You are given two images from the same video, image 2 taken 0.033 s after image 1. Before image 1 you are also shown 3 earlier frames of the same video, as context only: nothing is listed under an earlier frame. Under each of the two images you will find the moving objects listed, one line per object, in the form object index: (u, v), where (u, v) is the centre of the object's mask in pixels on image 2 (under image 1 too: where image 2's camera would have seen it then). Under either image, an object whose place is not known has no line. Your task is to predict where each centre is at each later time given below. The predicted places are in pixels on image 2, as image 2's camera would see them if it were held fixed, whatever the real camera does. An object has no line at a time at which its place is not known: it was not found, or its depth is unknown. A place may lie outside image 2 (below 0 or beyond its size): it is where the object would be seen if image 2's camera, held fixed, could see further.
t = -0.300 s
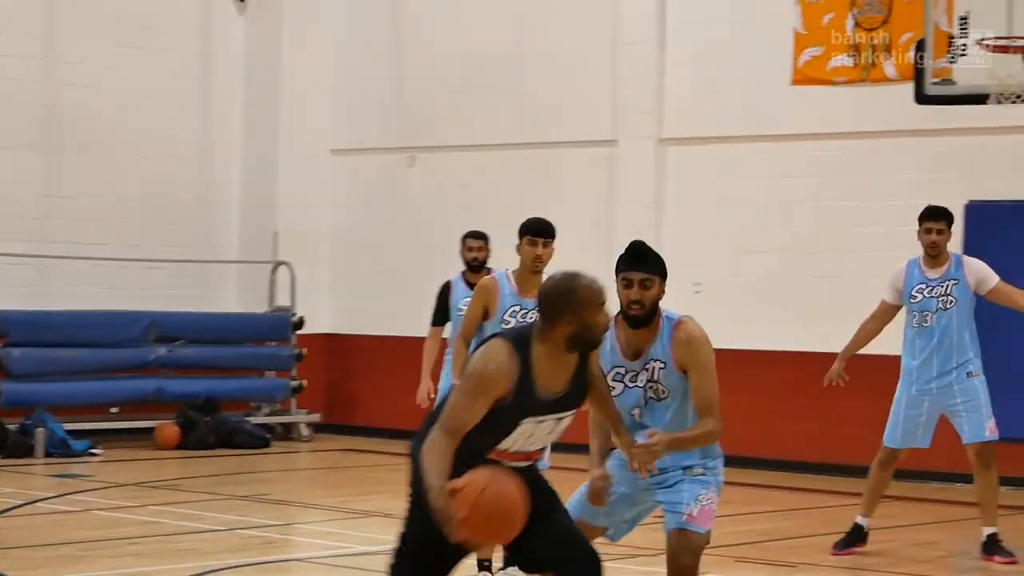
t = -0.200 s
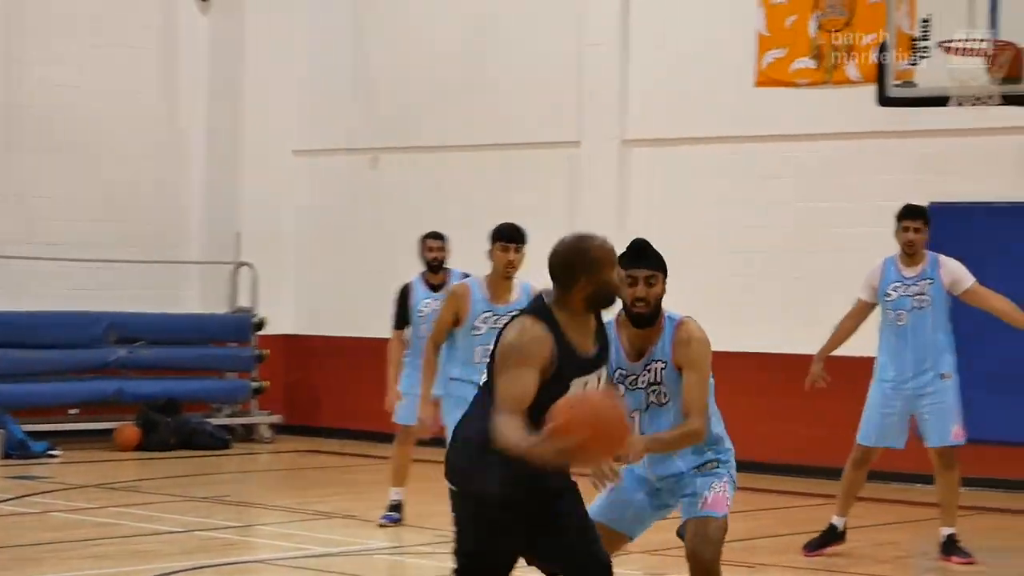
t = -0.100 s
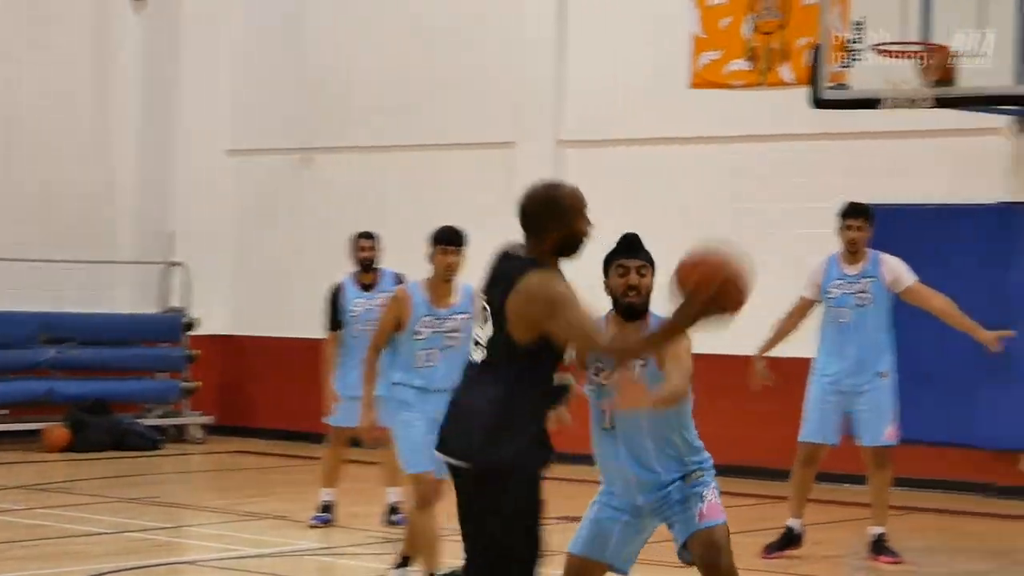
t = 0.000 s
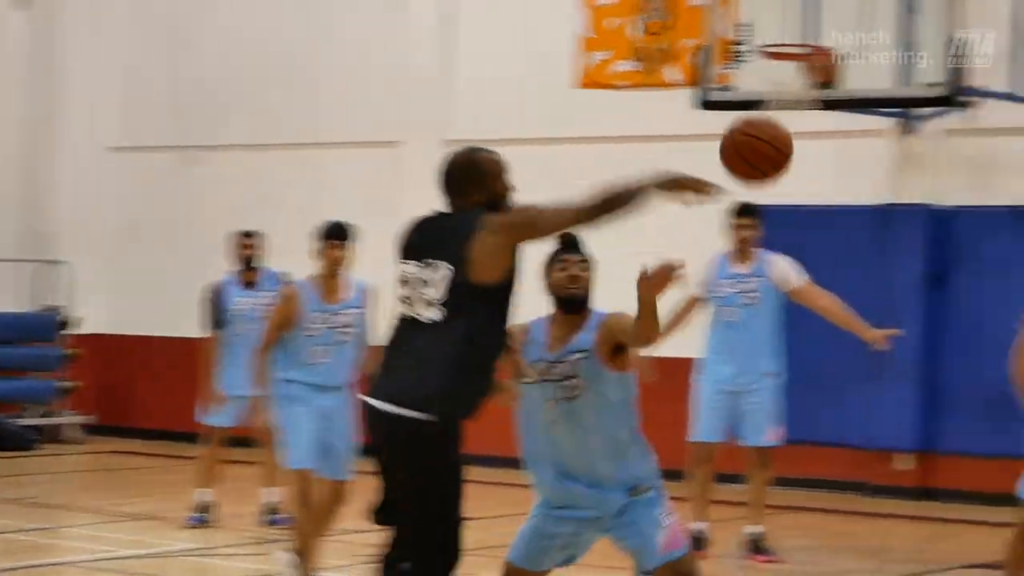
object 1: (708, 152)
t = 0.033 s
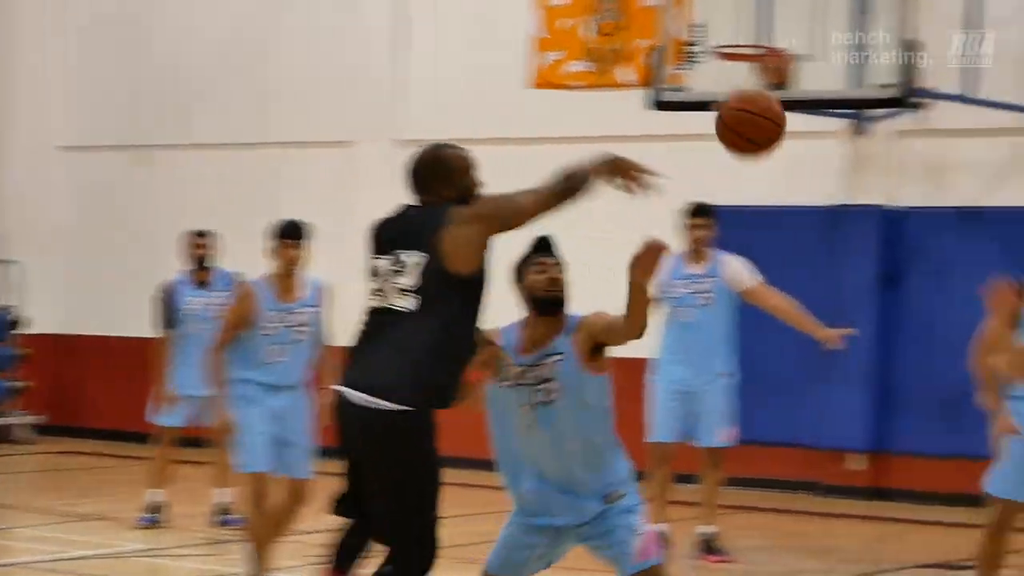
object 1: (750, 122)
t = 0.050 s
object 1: (771, 111)
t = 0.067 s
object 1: (791, 99)
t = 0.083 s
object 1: (810, 90)
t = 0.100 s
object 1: (827, 81)
